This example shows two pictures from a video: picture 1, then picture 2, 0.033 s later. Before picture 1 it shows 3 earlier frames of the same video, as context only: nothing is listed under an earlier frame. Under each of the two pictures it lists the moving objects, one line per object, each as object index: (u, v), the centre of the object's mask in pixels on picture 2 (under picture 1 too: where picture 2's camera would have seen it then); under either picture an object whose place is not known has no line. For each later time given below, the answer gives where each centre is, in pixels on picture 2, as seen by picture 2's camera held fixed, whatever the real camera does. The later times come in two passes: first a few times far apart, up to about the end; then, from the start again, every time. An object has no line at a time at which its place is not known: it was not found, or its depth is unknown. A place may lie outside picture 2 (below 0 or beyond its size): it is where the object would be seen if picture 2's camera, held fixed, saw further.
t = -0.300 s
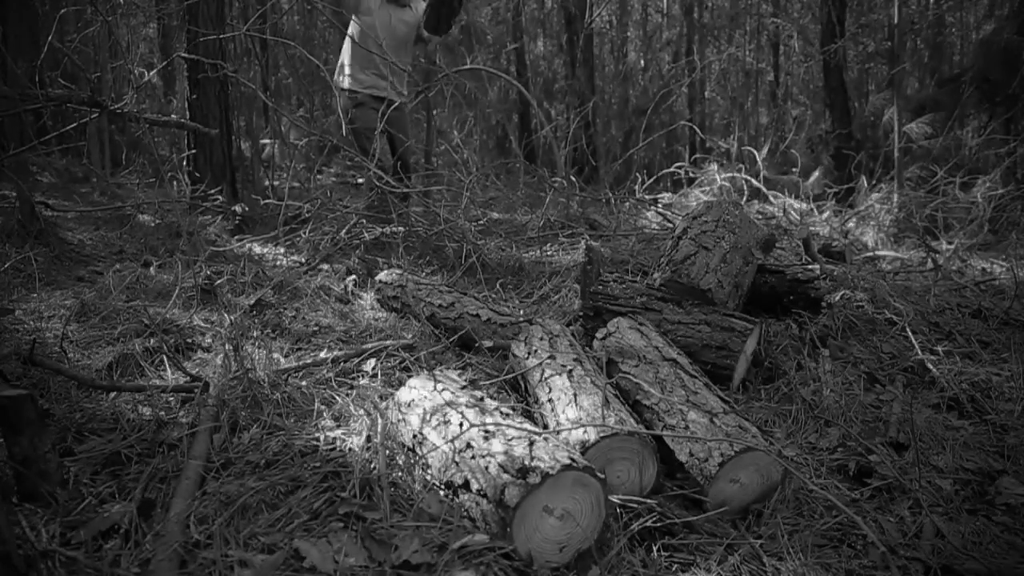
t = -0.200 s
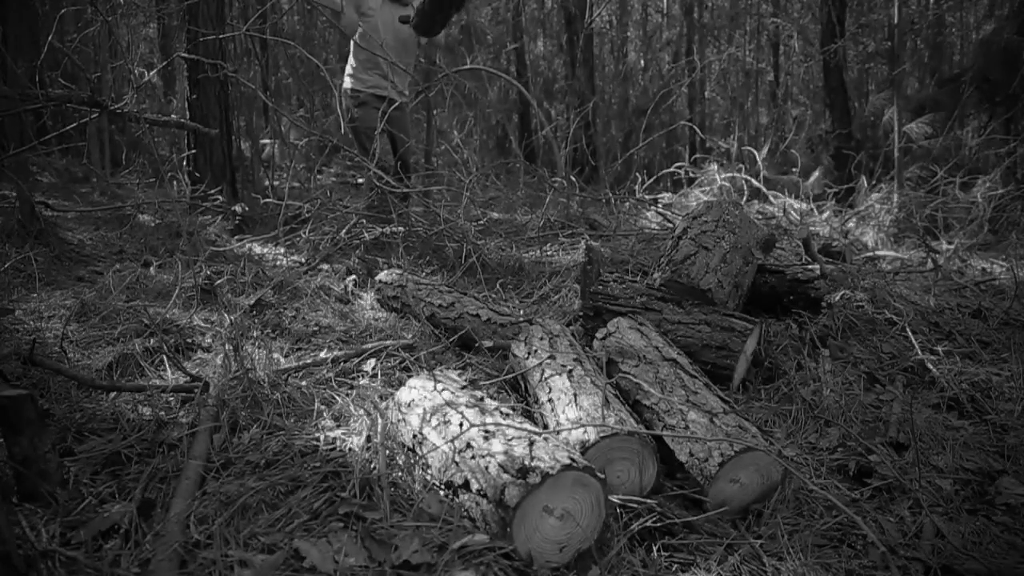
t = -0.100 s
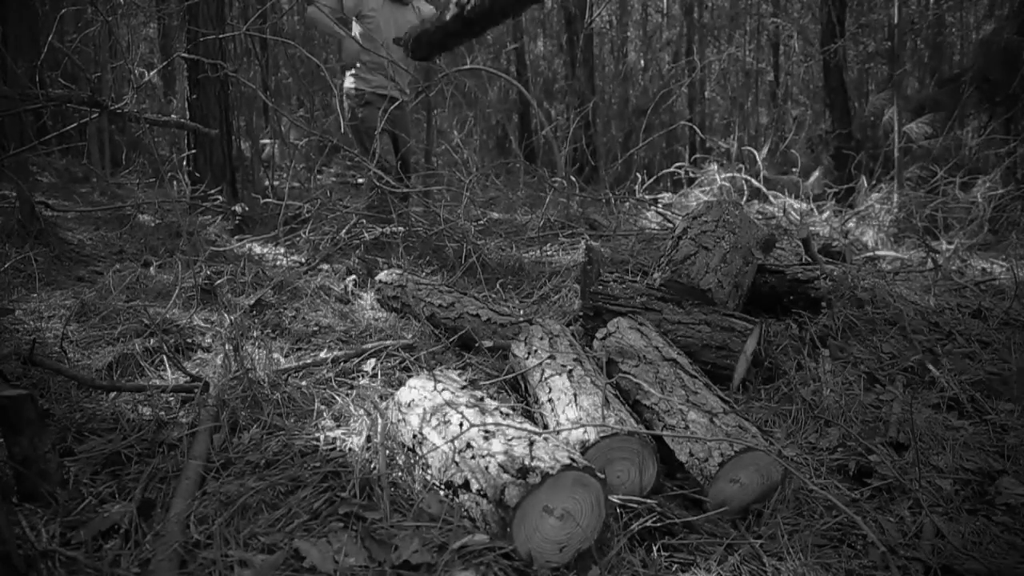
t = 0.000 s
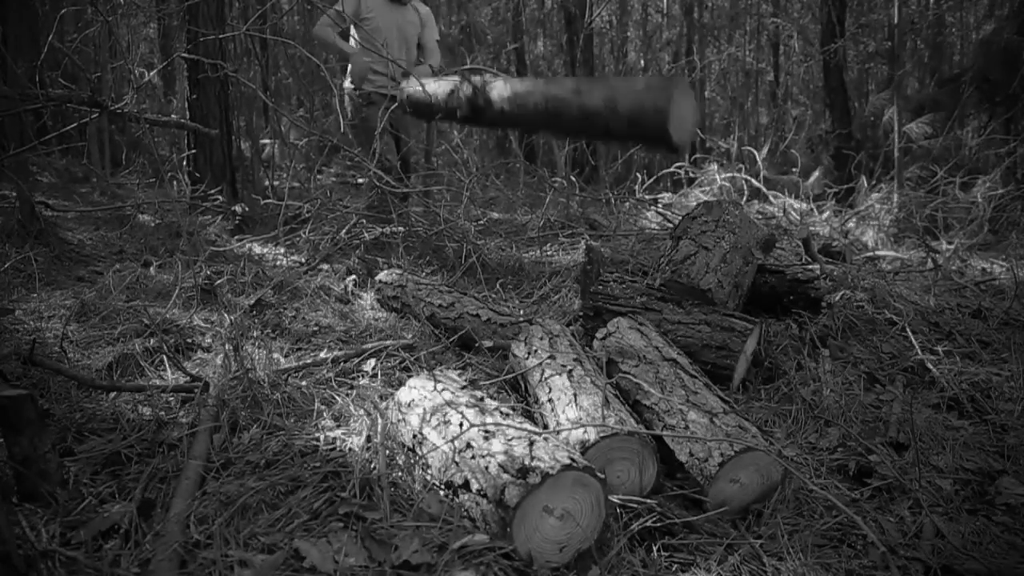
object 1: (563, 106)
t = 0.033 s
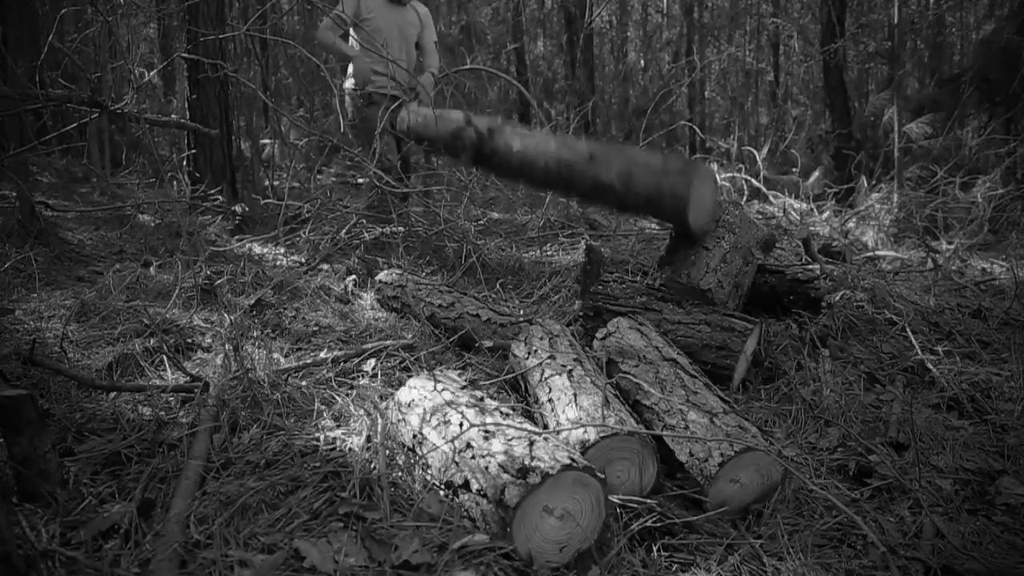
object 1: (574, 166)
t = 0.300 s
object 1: (538, 291)
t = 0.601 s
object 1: (522, 289)
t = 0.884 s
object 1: (546, 291)
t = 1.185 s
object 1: (539, 291)
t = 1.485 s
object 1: (540, 291)
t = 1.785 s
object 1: (540, 291)
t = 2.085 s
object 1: (540, 291)
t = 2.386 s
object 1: (540, 291)
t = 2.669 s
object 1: (540, 291)
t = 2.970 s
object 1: (540, 291)
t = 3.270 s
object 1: (539, 291)
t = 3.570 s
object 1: (539, 290)
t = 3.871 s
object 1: (539, 290)
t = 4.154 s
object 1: (539, 290)
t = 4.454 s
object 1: (540, 291)
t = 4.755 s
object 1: (540, 291)
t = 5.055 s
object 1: (540, 291)
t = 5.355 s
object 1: (540, 291)
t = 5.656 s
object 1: (540, 291)
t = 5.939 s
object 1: (540, 291)
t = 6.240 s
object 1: (539, 291)
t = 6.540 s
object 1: (539, 290)
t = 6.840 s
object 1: (539, 290)
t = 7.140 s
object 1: (539, 291)
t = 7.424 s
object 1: (539, 291)
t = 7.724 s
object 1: (540, 291)
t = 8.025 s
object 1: (540, 291)
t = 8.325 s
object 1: (540, 290)
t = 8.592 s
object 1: (540, 291)
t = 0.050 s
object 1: (576, 194)
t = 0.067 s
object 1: (576, 217)
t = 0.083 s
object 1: (581, 241)
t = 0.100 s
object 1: (584, 255)
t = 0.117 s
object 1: (587, 260)
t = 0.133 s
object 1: (585, 258)
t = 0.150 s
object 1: (582, 256)
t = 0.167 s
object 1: (578, 255)
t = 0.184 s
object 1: (574, 256)
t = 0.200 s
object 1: (569, 257)
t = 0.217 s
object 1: (565, 260)
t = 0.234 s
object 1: (561, 264)
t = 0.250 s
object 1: (554, 270)
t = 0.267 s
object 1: (549, 279)
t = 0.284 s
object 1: (543, 285)
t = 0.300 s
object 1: (538, 291)
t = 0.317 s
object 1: (533, 293)
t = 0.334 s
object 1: (531, 292)
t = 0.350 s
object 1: (529, 290)
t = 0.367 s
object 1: (526, 289)
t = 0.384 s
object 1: (523, 289)
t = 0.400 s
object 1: (522, 288)
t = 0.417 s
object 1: (521, 289)
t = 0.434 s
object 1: (520, 289)
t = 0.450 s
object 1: (519, 289)
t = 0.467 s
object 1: (518, 289)
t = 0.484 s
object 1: (519, 288)
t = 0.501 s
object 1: (519, 288)
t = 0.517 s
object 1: (519, 288)
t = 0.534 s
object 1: (519, 289)
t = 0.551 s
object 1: (520, 289)
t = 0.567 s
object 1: (520, 290)
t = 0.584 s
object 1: (521, 290)
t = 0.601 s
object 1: (522, 289)
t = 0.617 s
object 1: (523, 289)
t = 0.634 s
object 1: (524, 290)
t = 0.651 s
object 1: (525, 290)
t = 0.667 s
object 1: (527, 290)
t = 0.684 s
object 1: (528, 290)
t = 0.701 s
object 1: (530, 291)
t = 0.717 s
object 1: (532, 291)
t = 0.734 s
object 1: (535, 291)
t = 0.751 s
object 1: (536, 290)
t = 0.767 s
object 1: (538, 290)
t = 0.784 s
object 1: (540, 291)
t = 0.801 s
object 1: (542, 291)
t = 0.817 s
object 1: (543, 291)
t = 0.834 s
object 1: (544, 291)
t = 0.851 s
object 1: (545, 291)
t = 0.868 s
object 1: (546, 291)
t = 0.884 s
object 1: (546, 291)
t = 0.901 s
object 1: (547, 291)
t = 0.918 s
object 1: (548, 291)
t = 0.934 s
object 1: (549, 291)
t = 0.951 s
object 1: (549, 291)
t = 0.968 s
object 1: (549, 291)
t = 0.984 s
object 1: (548, 291)
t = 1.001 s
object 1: (548, 291)
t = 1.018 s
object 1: (547, 291)
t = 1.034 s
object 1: (547, 291)
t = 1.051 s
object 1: (545, 291)
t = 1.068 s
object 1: (544, 291)
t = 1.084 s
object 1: (543, 291)
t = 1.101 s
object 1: (543, 291)
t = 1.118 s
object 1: (542, 291)
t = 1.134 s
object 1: (541, 291)
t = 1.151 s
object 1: (540, 291)
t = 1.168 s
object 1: (540, 291)
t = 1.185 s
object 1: (539, 291)
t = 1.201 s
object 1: (539, 291)
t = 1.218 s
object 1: (539, 291)
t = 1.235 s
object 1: (539, 291)
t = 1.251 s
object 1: (539, 291)
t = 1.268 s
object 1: (539, 292)
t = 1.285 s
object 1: (539, 291)
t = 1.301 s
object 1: (539, 291)
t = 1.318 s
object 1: (540, 291)
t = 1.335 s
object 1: (540, 291)
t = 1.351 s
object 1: (540, 291)
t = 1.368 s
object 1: (540, 291)
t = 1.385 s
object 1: (540, 291)
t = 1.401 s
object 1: (540, 291)
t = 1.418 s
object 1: (540, 291)
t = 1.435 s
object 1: (540, 291)
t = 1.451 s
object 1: (540, 291)
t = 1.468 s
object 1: (540, 291)
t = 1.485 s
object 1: (540, 291)
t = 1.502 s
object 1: (540, 291)
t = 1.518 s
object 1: (540, 291)
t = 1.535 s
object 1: (540, 291)
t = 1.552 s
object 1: (540, 291)
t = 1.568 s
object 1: (540, 291)
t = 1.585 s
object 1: (540, 291)
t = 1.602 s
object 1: (540, 291)
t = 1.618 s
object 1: (540, 291)
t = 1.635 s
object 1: (540, 291)
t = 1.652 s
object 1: (540, 291)
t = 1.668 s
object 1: (540, 291)
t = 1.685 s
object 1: (540, 291)
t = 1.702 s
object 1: (540, 291)
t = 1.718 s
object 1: (540, 291)
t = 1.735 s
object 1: (540, 291)
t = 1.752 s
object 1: (540, 291)
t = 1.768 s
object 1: (540, 291)
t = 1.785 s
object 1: (540, 291)
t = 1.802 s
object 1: (540, 291)
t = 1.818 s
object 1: (540, 291)
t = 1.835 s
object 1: (540, 291)
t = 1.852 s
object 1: (540, 291)
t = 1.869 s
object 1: (540, 291)
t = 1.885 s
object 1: (540, 291)
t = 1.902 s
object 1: (540, 291)
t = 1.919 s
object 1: (540, 291)
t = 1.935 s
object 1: (540, 291)
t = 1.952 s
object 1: (540, 291)
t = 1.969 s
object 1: (540, 291)
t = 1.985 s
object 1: (540, 291)
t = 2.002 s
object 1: (540, 291)
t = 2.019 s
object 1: (540, 291)
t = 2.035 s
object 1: (540, 291)
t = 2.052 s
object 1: (540, 291)
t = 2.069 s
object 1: (540, 291)
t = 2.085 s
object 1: (540, 291)
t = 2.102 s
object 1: (540, 291)
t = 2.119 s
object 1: (540, 291)
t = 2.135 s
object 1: (540, 291)
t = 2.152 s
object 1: (540, 291)
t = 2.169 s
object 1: (540, 291)
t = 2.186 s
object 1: (540, 291)
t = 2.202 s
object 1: (540, 291)
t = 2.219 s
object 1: (540, 291)
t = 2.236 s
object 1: (540, 291)
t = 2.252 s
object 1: (540, 291)
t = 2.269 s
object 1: (540, 290)
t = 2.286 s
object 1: (540, 291)
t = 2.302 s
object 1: (540, 291)
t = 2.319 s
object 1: (540, 291)
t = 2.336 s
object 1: (540, 290)
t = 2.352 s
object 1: (540, 291)
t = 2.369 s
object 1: (540, 291)
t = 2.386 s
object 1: (540, 291)
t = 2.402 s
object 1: (540, 291)
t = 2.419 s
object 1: (540, 291)
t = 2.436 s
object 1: (540, 291)
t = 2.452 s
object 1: (540, 291)
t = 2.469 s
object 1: (540, 291)
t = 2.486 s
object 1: (540, 291)
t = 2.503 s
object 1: (540, 291)
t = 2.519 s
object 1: (540, 291)
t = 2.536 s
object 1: (540, 291)
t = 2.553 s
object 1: (540, 291)
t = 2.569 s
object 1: (540, 291)
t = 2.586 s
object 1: (540, 291)
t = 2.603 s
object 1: (540, 291)
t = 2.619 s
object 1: (540, 291)
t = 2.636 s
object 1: (540, 291)
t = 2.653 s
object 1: (540, 291)
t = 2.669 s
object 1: (540, 291)
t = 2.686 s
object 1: (540, 291)
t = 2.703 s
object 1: (540, 291)
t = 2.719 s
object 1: (540, 291)
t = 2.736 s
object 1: (540, 291)
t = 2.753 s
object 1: (540, 291)
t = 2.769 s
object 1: (540, 291)
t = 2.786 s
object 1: (540, 291)
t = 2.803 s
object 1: (540, 291)
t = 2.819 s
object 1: (540, 291)
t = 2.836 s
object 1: (540, 290)
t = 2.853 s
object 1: (540, 291)
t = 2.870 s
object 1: (540, 291)
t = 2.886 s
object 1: (540, 291)
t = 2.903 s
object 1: (540, 291)
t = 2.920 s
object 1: (540, 291)
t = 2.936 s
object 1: (540, 291)
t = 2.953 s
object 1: (540, 291)
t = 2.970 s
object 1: (540, 291)
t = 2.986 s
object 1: (540, 291)
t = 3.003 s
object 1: (539, 291)
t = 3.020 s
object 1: (539, 291)
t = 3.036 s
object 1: (539, 291)
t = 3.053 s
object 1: (539, 290)
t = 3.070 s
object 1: (539, 291)
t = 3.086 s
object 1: (539, 291)
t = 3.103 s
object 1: (539, 291)
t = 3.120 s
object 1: (539, 291)
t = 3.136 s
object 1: (539, 291)
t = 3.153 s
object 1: (539, 291)
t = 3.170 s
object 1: (539, 290)
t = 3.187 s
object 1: (539, 291)
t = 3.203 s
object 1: (539, 291)
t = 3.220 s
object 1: (539, 291)
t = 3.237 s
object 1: (539, 290)
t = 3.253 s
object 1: (539, 290)
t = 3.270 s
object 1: (539, 291)
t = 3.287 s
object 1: (539, 290)
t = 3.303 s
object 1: (539, 290)
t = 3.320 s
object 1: (539, 290)
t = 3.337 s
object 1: (539, 290)
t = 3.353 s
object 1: (539, 290)
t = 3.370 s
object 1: (539, 290)
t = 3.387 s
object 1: (539, 290)
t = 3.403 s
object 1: (539, 290)
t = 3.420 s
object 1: (539, 290)
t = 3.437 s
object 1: (539, 290)
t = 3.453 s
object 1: (539, 290)
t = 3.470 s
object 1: (539, 290)
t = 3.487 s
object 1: (539, 290)
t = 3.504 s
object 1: (539, 290)
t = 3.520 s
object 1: (539, 290)
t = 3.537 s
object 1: (539, 290)
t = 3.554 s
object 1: (539, 290)
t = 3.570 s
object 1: (539, 290)
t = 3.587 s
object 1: (539, 291)
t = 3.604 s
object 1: (539, 291)
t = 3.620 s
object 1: (539, 290)
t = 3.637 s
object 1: (539, 290)
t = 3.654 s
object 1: (539, 290)
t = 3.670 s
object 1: (539, 290)
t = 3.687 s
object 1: (539, 290)
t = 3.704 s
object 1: (539, 290)
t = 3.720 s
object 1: (539, 290)
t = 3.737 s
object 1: (539, 290)
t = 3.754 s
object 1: (539, 290)
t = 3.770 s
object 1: (539, 290)
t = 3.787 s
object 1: (539, 290)
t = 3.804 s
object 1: (539, 290)
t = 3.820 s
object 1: (539, 290)
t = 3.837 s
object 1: (539, 290)
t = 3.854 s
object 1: (539, 290)
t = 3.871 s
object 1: (539, 290)
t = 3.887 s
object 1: (539, 290)
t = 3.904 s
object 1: (539, 290)
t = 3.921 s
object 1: (539, 290)
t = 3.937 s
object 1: (539, 290)
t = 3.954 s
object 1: (539, 290)
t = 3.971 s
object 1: (539, 290)
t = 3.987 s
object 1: (539, 290)
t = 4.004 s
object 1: (539, 290)
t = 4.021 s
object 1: (539, 290)
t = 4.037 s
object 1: (539, 290)
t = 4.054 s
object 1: (539, 290)
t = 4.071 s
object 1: (539, 290)
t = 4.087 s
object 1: (539, 290)
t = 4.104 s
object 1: (539, 290)
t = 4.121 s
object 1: (539, 290)
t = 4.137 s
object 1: (539, 290)
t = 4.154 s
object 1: (539, 290)
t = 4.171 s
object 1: (539, 290)
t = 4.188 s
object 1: (539, 290)
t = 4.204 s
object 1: (539, 290)
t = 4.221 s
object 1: (539, 290)
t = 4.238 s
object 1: (539, 290)
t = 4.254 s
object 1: (539, 290)
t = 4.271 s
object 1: (539, 290)
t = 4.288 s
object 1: (539, 290)
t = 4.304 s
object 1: (539, 290)
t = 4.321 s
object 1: (539, 290)
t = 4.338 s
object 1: (539, 290)
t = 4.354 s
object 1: (540, 291)
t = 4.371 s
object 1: (540, 291)
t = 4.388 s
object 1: (540, 291)
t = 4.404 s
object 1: (540, 291)
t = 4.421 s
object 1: (540, 291)
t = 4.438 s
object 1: (540, 291)
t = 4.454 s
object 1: (540, 291)
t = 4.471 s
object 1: (540, 291)
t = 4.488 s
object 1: (540, 291)
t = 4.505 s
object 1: (540, 291)
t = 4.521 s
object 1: (540, 291)
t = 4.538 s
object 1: (540, 291)
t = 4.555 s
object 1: (540, 291)
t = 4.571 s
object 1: (540, 291)
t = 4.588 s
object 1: (540, 291)
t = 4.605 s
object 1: (540, 291)
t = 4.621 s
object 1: (540, 291)
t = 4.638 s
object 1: (540, 291)
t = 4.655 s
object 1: (540, 291)
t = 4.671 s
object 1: (540, 291)
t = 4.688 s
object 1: (540, 291)
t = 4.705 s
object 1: (540, 291)
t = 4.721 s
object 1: (540, 291)
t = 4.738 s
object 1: (540, 291)
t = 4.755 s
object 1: (540, 291)
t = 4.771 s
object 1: (540, 291)
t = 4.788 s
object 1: (540, 290)
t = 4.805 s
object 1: (540, 290)
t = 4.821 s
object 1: (540, 291)
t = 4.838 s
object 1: (540, 291)
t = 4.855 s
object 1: (540, 291)
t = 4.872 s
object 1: (540, 291)
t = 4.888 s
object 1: (540, 291)
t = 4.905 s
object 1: (540, 291)
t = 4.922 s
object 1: (540, 291)
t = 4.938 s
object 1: (540, 291)
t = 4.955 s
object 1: (540, 291)
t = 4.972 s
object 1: (540, 291)
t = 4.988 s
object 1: (540, 291)
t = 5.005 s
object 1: (540, 291)
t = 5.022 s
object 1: (540, 291)
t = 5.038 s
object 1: (540, 291)
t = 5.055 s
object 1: (540, 291)
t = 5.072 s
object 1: (540, 291)
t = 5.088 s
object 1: (540, 291)
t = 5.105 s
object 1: (540, 291)
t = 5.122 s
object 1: (540, 291)
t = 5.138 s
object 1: (540, 291)
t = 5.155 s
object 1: (540, 291)
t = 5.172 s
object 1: (540, 291)
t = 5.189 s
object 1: (540, 291)
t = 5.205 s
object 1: (540, 291)
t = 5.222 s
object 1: (540, 291)
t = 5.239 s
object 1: (540, 291)
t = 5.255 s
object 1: (540, 291)
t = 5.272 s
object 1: (540, 291)
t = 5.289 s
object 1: (540, 291)
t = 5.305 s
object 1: (540, 291)
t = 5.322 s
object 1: (540, 291)
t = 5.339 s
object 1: (540, 291)
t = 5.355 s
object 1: (540, 291)
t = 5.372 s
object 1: (540, 291)
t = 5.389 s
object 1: (540, 291)
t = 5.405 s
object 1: (540, 291)
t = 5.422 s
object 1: (540, 291)
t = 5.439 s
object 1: (540, 290)
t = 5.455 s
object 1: (540, 291)
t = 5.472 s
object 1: (540, 291)
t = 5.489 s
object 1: (540, 291)
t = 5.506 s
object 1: (540, 291)
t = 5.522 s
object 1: (540, 291)
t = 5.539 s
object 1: (540, 291)
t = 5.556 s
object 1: (540, 291)
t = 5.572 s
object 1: (540, 291)
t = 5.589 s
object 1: (540, 290)
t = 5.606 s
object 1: (540, 291)
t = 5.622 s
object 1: (540, 291)
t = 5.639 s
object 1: (540, 291)
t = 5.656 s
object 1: (540, 291)
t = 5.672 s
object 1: (540, 291)
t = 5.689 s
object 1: (540, 291)
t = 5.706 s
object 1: (540, 291)
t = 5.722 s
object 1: (540, 291)
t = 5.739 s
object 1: (540, 291)
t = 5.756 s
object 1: (540, 291)
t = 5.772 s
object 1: (540, 291)
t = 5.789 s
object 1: (540, 291)
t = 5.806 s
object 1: (540, 291)
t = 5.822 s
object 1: (540, 291)
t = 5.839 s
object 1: (540, 291)
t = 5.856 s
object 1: (540, 291)
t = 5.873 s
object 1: (540, 291)
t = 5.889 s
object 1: (540, 291)
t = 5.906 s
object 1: (540, 291)
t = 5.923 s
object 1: (540, 291)
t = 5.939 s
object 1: (540, 291)
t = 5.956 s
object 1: (540, 291)
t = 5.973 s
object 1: (540, 291)
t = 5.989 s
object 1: (540, 291)
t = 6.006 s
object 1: (540, 291)
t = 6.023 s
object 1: (540, 291)
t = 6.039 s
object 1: (540, 291)
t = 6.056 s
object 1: (540, 291)
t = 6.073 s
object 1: (540, 291)
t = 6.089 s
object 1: (540, 291)
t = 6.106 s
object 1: (540, 291)
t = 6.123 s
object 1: (539, 291)
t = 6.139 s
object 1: (539, 291)
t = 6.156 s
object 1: (539, 291)
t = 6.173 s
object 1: (539, 291)
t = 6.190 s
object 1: (539, 291)
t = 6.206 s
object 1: (539, 291)
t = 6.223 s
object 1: (539, 291)
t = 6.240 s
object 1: (539, 291)
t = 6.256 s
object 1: (539, 291)
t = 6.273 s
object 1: (539, 291)
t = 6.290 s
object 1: (539, 291)
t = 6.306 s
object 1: (539, 291)
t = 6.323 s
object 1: (539, 291)
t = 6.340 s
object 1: (539, 291)
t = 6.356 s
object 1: (539, 291)
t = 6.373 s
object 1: (539, 291)
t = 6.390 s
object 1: (539, 291)
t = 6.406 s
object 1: (539, 291)
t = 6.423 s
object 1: (539, 291)
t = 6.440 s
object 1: (539, 291)
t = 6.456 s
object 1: (539, 291)
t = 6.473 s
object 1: (539, 290)
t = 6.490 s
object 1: (539, 291)
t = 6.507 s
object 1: (539, 291)
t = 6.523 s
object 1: (539, 291)
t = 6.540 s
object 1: (539, 290)
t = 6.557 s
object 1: (539, 291)
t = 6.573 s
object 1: (539, 290)
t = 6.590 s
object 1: (539, 290)
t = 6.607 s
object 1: (539, 290)
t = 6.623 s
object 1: (539, 290)
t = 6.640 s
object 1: (539, 290)
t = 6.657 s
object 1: (539, 290)
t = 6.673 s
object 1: (539, 290)
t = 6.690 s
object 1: (539, 290)
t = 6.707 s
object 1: (539, 291)
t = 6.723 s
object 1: (539, 291)
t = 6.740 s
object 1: (539, 291)
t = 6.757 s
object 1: (539, 291)
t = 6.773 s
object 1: (539, 291)
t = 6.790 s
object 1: (539, 291)
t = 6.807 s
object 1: (539, 290)
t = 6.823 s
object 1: (539, 290)
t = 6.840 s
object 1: (539, 290)
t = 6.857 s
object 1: (539, 290)
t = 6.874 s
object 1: (539, 290)
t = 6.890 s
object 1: (539, 291)
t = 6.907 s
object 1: (539, 291)
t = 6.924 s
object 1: (539, 291)
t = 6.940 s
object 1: (539, 291)
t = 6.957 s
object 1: (539, 291)
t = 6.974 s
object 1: (539, 291)
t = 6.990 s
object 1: (539, 291)
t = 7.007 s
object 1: (539, 290)
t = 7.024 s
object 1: (539, 290)
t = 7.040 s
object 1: (539, 291)
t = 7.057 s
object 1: (539, 291)
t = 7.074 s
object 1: (539, 291)
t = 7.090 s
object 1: (539, 291)
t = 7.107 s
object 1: (539, 291)
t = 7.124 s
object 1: (540, 291)
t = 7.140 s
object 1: (539, 291)
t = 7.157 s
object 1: (539, 291)
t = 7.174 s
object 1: (539, 291)
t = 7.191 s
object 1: (539, 290)
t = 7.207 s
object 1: (539, 291)
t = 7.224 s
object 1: (539, 291)
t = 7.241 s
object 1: (539, 291)
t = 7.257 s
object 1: (539, 291)
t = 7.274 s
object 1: (539, 291)
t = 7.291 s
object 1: (539, 291)
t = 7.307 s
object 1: (540, 291)
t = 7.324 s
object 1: (540, 291)
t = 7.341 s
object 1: (540, 291)
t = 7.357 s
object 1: (539, 291)
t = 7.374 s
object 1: (540, 291)
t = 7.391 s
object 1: (539, 291)
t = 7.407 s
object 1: (539, 291)
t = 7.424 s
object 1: (539, 291)
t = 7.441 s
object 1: (539, 291)
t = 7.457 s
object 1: (539, 291)
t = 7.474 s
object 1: (540, 291)
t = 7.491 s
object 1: (540, 291)
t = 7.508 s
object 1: (540, 291)
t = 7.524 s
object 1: (540, 291)
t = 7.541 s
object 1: (540, 291)
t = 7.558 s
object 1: (540, 291)
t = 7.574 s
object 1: (540, 291)
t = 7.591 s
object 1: (540, 292)
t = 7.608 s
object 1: (540, 291)
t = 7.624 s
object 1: (540, 291)
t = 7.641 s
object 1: (540, 291)
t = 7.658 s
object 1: (540, 291)
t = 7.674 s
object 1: (540, 291)
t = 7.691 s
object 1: (540, 291)
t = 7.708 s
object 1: (540, 291)
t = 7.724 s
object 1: (540, 291)
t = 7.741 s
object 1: (540, 291)
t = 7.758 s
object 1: (540, 291)
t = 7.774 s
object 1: (540, 291)
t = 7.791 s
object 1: (540, 291)
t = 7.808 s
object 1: (540, 291)
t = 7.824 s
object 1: (540, 291)
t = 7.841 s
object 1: (540, 291)
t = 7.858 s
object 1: (540, 291)
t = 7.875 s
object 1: (540, 291)
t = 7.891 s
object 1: (540, 291)
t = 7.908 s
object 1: (540, 292)
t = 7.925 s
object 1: (540, 291)
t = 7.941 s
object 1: (540, 291)
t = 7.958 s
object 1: (540, 291)
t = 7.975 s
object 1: (540, 291)
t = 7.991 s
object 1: (540, 291)
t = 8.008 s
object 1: (540, 291)
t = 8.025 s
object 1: (540, 291)
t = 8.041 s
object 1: (540, 291)
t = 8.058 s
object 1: (540, 291)
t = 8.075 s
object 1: (540, 291)
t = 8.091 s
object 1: (540, 291)
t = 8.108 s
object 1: (540, 291)
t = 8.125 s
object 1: (540, 291)
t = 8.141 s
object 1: (540, 291)
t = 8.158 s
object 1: (540, 291)
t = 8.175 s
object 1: (540, 290)
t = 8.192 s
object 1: (540, 291)
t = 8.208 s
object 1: (540, 290)
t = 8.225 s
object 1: (540, 291)
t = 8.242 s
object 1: (540, 290)
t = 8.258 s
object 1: (540, 290)
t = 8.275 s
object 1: (540, 290)
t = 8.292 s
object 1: (540, 290)
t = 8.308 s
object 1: (540, 290)
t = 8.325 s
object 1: (540, 290)
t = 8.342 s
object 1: (540, 290)
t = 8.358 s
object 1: (540, 290)
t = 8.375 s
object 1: (540, 291)
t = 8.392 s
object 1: (540, 290)
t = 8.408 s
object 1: (540, 291)
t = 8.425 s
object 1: (540, 291)
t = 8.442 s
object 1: (540, 291)
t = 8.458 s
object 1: (540, 291)
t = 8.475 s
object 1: (540, 291)
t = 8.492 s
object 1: (540, 291)
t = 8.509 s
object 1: (540, 291)
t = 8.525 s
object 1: (540, 291)
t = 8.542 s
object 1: (540, 291)
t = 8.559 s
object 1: (540, 291)
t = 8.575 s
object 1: (540, 291)
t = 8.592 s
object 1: (540, 291)
